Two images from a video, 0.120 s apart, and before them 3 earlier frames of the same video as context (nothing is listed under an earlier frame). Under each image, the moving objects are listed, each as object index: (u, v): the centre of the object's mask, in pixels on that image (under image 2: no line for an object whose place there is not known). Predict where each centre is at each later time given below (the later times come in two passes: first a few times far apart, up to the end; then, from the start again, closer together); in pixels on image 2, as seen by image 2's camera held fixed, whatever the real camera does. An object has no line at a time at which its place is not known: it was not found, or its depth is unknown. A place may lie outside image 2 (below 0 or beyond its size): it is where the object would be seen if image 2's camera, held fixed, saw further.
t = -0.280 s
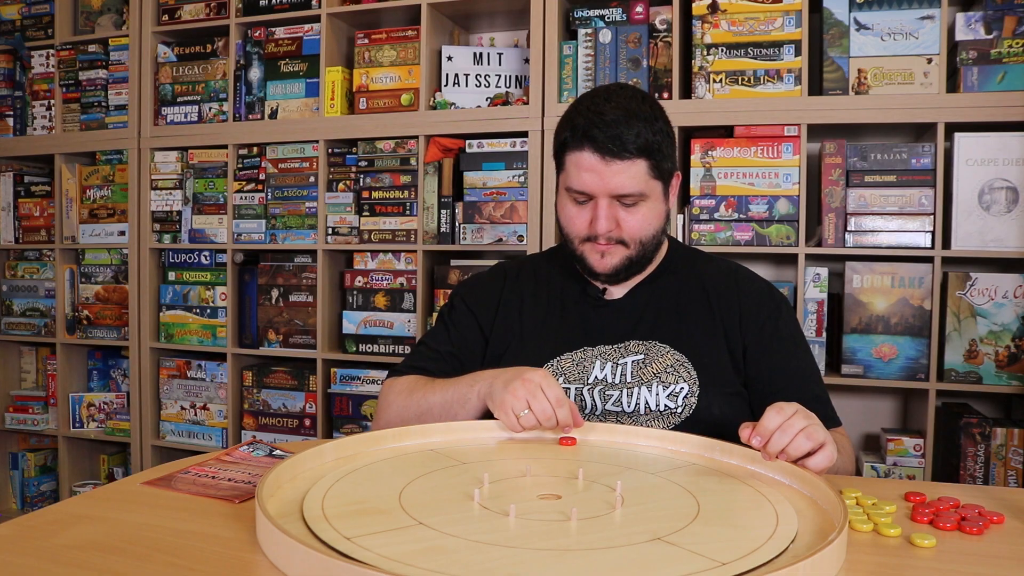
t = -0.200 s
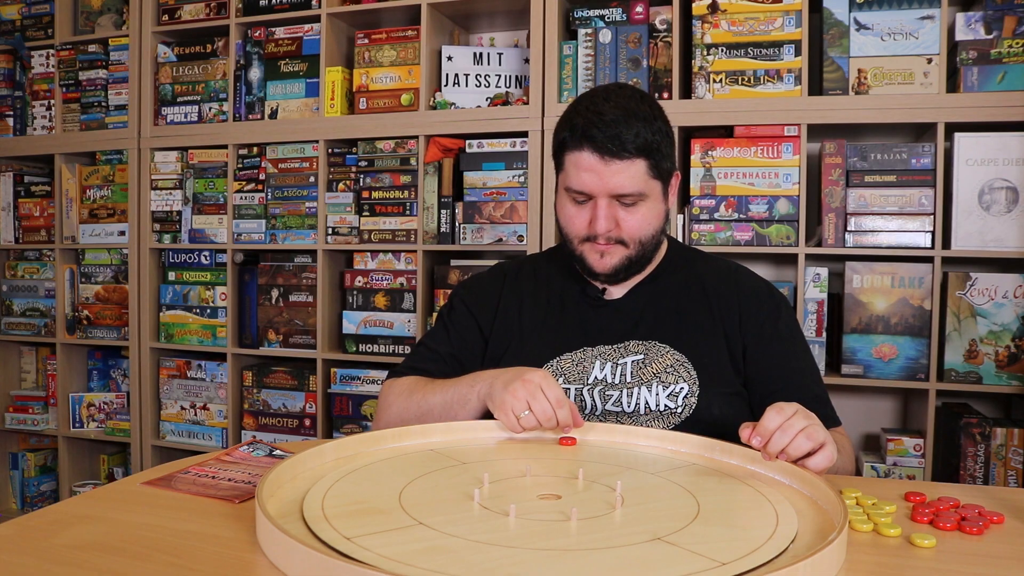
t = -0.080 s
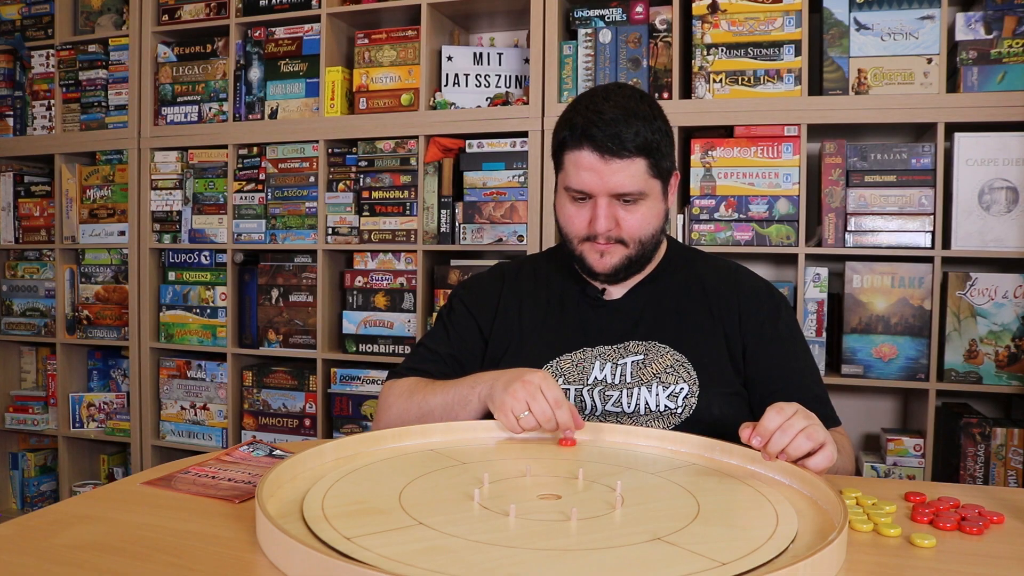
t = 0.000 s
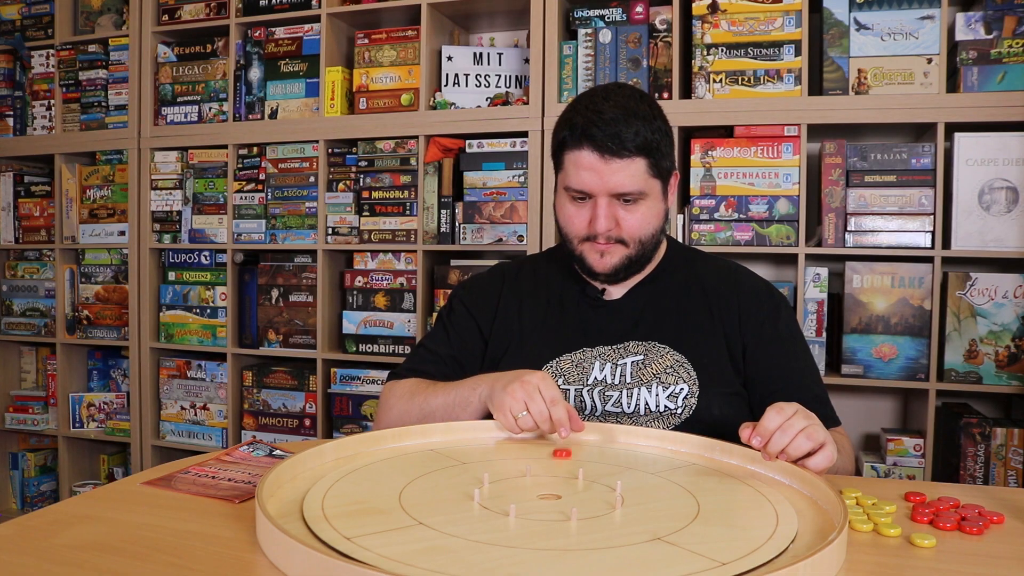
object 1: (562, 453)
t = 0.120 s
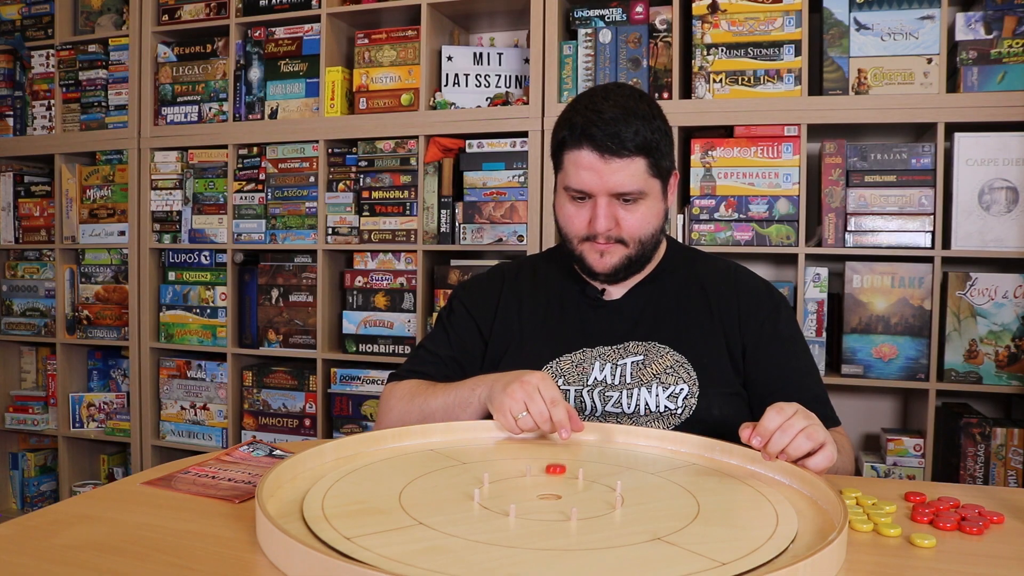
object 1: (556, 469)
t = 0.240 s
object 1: (552, 482)
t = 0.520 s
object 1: (549, 495)
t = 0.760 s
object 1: (549, 496)
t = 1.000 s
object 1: (549, 496)
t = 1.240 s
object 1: (549, 496)
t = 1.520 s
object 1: (549, 496)
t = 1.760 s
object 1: (549, 496)
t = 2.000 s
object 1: (549, 496)
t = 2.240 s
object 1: (549, 496)
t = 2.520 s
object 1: (549, 495)
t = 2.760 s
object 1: (548, 495)
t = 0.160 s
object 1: (554, 473)
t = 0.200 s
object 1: (553, 478)
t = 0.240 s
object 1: (552, 482)
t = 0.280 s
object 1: (551, 485)
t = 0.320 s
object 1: (551, 489)
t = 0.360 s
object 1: (550, 492)
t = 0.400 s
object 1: (549, 495)
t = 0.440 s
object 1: (549, 495)
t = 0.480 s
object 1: (550, 495)
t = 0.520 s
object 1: (549, 495)
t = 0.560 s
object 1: (549, 495)
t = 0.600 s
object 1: (549, 496)
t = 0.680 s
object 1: (549, 496)
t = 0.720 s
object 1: (549, 495)
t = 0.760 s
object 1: (549, 496)
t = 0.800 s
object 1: (549, 496)
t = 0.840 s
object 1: (549, 496)
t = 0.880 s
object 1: (549, 496)
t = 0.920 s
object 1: (549, 496)
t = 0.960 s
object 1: (549, 496)
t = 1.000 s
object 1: (549, 496)
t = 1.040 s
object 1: (549, 496)
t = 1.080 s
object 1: (549, 496)
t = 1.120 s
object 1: (549, 496)
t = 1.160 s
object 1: (549, 496)
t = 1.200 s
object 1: (549, 496)
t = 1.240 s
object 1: (549, 496)
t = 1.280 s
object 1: (549, 496)
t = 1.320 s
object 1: (549, 496)
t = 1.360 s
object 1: (549, 496)
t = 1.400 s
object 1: (549, 496)
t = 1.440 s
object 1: (549, 496)
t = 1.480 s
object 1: (549, 496)
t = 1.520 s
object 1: (549, 496)
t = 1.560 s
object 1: (549, 496)
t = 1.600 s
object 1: (549, 496)
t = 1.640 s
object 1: (549, 495)
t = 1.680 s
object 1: (549, 496)
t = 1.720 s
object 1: (549, 495)
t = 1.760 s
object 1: (549, 496)
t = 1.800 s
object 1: (549, 496)
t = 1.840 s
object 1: (549, 496)
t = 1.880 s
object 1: (548, 496)
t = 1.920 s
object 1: (548, 495)
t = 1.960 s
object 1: (548, 495)
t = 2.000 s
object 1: (549, 496)
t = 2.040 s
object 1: (548, 495)
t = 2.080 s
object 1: (549, 496)
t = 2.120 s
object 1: (549, 495)
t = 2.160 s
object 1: (549, 496)
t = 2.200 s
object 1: (548, 495)
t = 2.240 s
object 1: (549, 496)
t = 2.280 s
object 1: (548, 495)
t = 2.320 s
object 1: (549, 495)
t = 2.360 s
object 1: (549, 495)
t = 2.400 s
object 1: (549, 495)
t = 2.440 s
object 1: (549, 495)
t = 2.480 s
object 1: (548, 495)
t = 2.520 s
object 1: (549, 495)
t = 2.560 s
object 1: (548, 495)
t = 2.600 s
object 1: (548, 495)
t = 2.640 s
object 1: (548, 496)
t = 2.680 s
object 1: (548, 496)
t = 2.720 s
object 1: (548, 495)
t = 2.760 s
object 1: (548, 495)
